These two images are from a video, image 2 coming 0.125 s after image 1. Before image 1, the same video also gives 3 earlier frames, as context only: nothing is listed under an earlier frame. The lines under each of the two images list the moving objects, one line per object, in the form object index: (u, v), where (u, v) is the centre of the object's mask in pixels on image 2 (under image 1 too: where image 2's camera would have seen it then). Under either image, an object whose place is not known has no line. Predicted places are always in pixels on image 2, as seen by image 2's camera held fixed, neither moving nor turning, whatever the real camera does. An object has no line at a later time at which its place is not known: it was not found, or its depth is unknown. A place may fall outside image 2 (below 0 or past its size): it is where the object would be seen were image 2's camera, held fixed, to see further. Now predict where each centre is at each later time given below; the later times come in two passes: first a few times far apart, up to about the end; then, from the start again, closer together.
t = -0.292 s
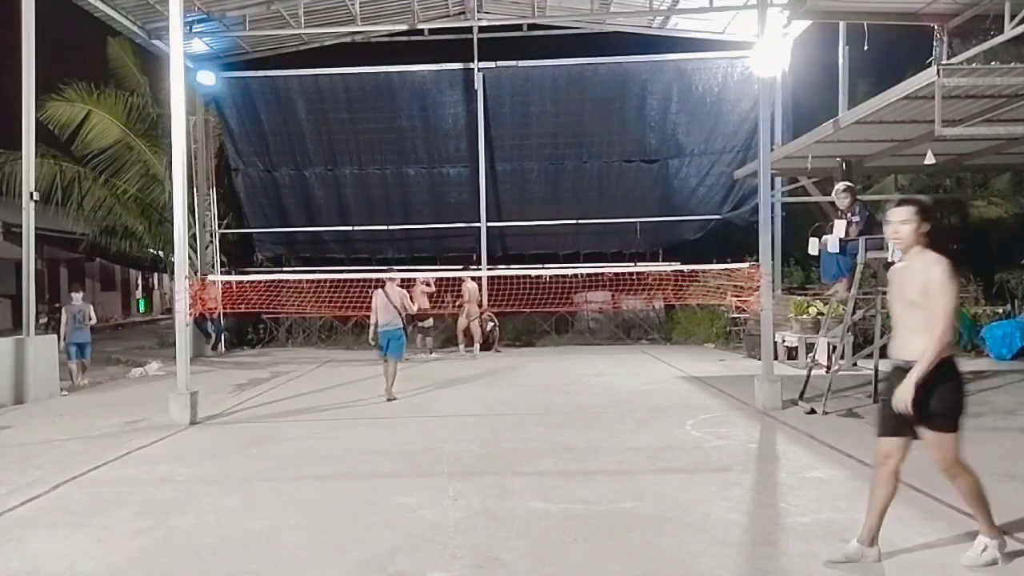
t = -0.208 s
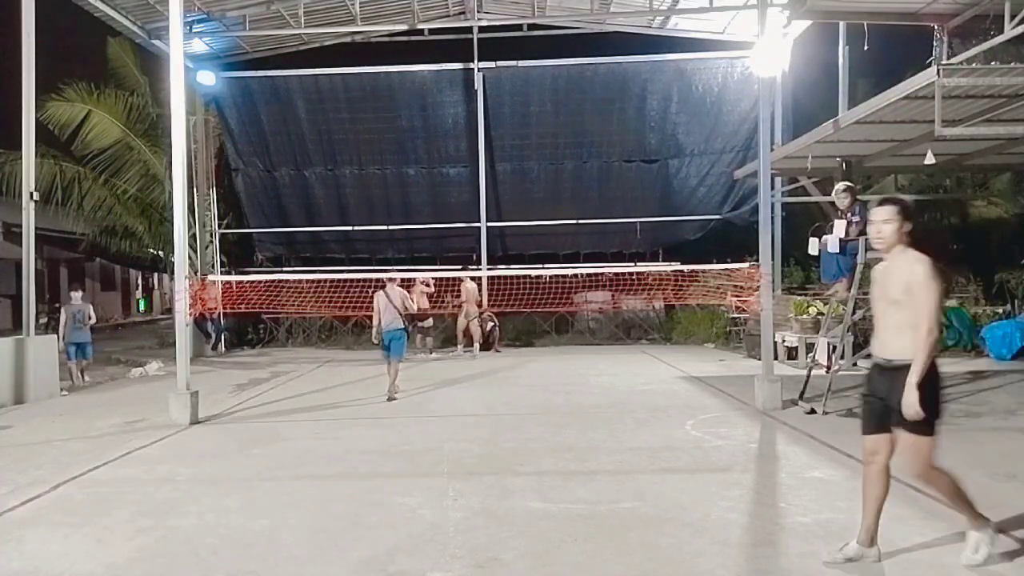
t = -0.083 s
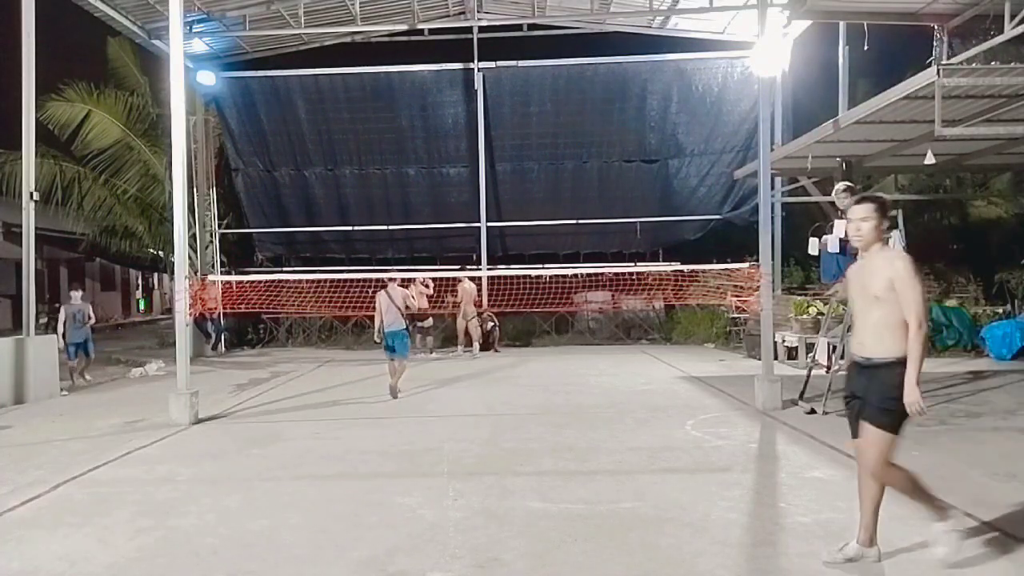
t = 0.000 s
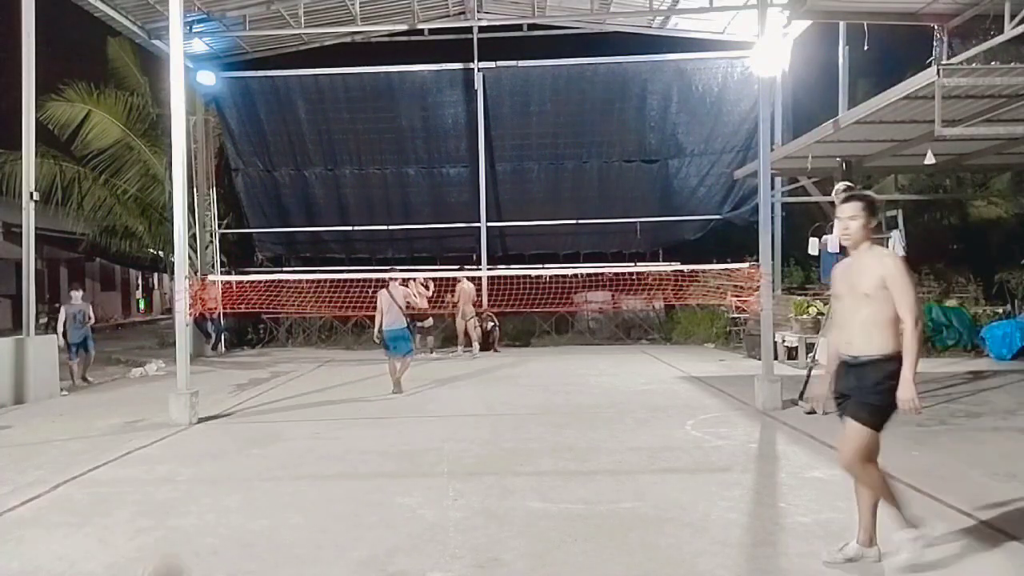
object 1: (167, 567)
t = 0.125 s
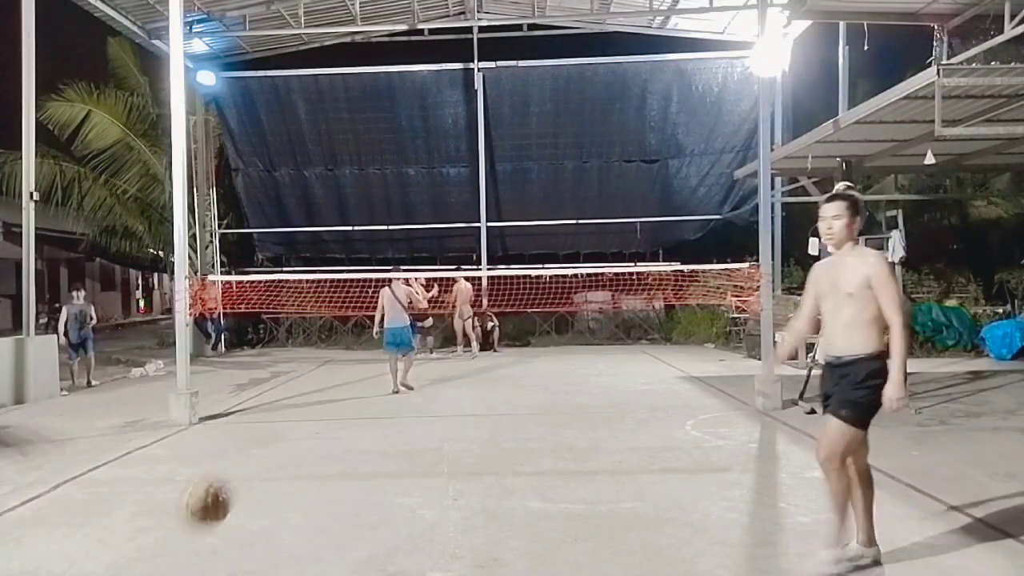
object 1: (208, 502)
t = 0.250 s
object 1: (250, 478)
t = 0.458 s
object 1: (307, 551)
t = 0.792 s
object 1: (379, 568)
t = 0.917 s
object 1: (395, 537)
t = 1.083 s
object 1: (417, 549)
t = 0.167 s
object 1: (222, 488)
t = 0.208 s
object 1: (235, 479)
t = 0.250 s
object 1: (250, 478)
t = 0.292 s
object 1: (261, 483)
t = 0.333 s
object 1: (273, 492)
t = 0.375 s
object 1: (286, 508)
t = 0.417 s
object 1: (297, 528)
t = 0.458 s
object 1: (307, 551)
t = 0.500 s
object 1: (321, 569)
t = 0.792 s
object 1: (379, 568)
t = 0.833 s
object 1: (382, 556)
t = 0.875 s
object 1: (389, 544)
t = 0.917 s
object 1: (395, 537)
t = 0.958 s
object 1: (401, 535)
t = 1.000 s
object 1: (406, 536)
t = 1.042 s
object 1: (411, 540)
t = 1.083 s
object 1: (417, 549)
